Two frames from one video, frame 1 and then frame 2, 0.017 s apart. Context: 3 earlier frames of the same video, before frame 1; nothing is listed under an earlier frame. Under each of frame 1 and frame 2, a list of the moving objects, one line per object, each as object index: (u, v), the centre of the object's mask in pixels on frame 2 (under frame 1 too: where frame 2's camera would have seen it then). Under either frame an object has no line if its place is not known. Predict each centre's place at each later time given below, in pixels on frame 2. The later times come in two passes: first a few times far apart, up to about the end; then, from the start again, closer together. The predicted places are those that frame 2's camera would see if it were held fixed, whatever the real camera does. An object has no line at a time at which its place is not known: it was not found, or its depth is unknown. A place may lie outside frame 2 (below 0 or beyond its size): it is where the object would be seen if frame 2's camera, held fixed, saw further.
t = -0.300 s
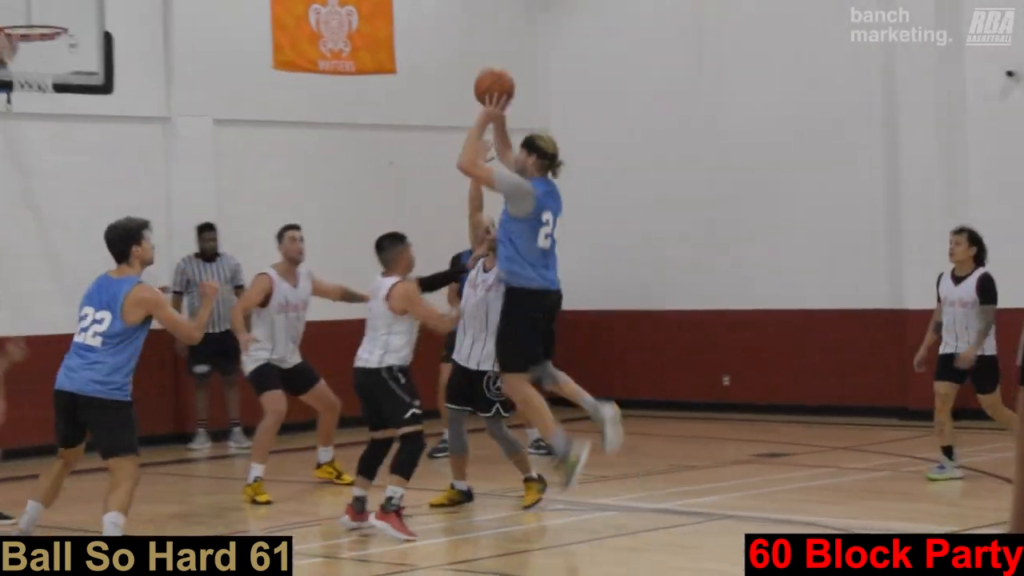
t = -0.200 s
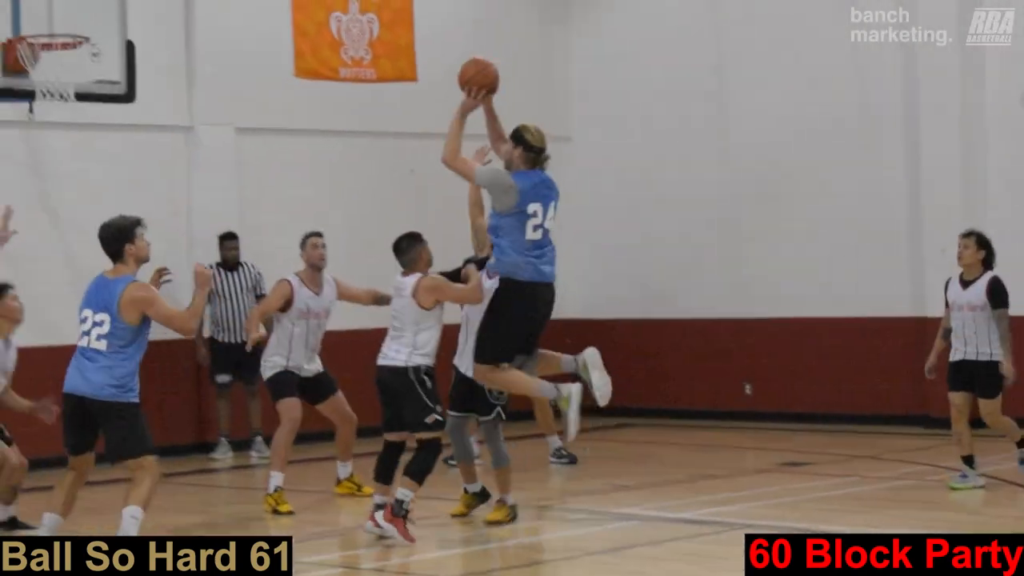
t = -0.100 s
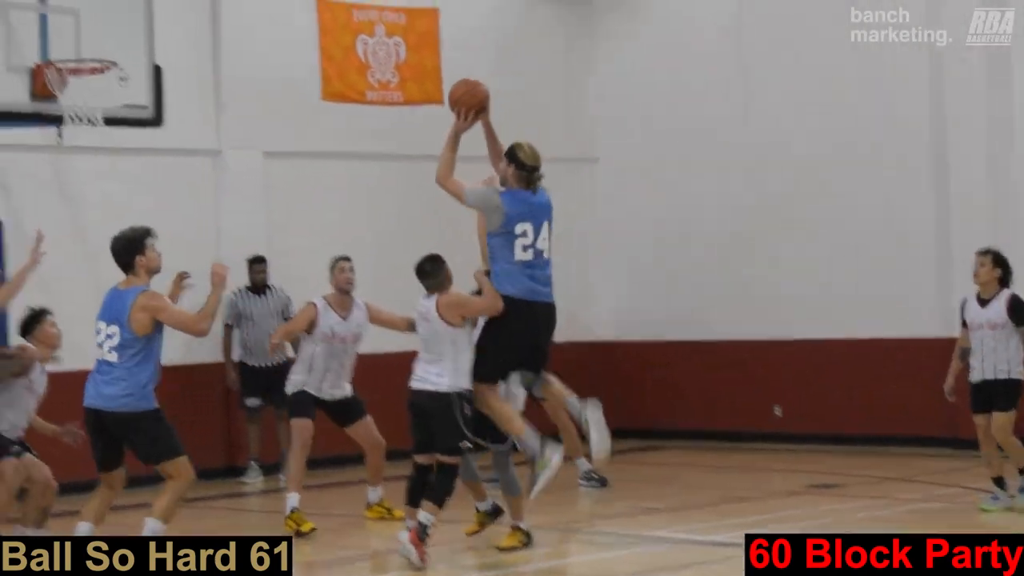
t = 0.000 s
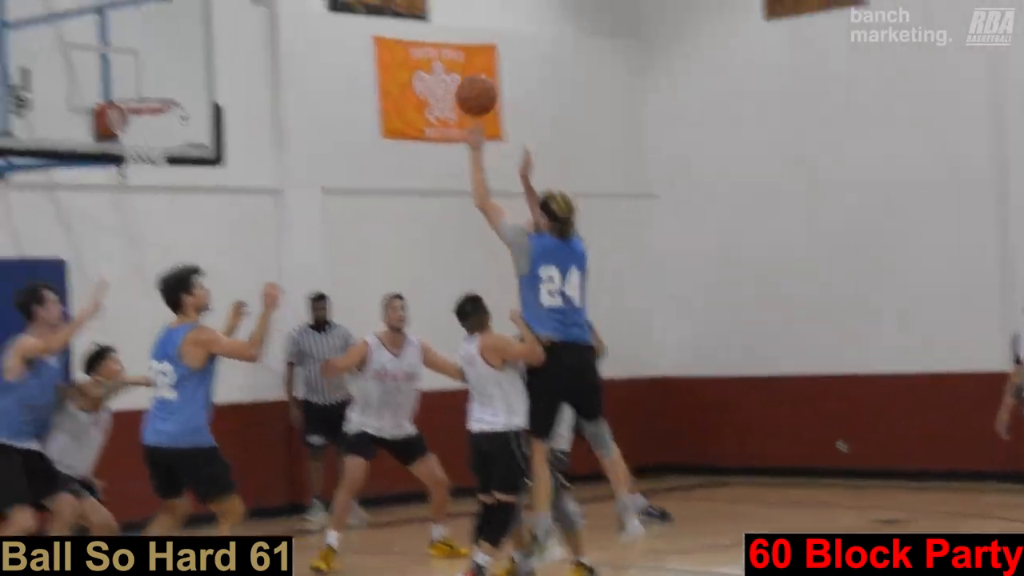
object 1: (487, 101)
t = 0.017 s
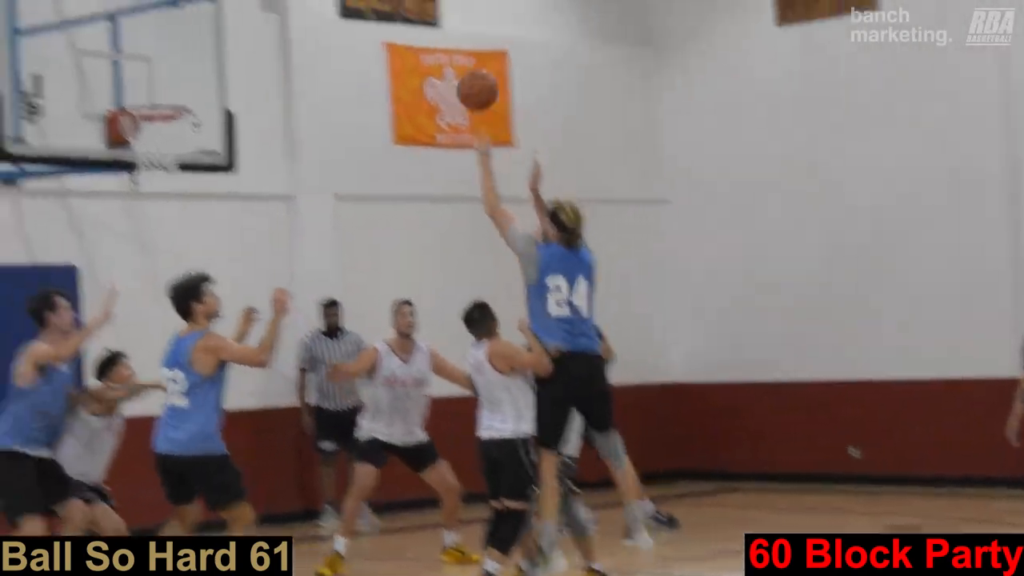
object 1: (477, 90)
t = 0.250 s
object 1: (343, -14)
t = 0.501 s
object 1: (217, -23)
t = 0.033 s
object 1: (467, 80)
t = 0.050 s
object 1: (455, 70)
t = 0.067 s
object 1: (446, 60)
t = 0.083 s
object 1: (436, 51)
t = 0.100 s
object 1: (426, 42)
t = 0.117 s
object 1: (416, 33)
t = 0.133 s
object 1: (406, 26)
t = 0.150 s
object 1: (397, 18)
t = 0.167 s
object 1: (388, 12)
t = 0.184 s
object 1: (379, 6)
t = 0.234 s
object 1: (351, -10)
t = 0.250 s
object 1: (343, -14)
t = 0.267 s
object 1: (334, -18)
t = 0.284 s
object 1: (325, -22)
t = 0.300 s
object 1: (316, -24)
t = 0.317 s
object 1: (307, -27)
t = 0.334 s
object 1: (299, -29)
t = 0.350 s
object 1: (290, -30)
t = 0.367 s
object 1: (282, -30)
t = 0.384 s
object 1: (274, -31)
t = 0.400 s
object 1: (266, -31)
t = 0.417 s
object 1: (258, -31)
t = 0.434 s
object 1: (249, -31)
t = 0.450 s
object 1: (240, -29)
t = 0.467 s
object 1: (233, -28)
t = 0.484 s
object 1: (224, -26)
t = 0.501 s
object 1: (217, -23)
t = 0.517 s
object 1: (209, -20)
